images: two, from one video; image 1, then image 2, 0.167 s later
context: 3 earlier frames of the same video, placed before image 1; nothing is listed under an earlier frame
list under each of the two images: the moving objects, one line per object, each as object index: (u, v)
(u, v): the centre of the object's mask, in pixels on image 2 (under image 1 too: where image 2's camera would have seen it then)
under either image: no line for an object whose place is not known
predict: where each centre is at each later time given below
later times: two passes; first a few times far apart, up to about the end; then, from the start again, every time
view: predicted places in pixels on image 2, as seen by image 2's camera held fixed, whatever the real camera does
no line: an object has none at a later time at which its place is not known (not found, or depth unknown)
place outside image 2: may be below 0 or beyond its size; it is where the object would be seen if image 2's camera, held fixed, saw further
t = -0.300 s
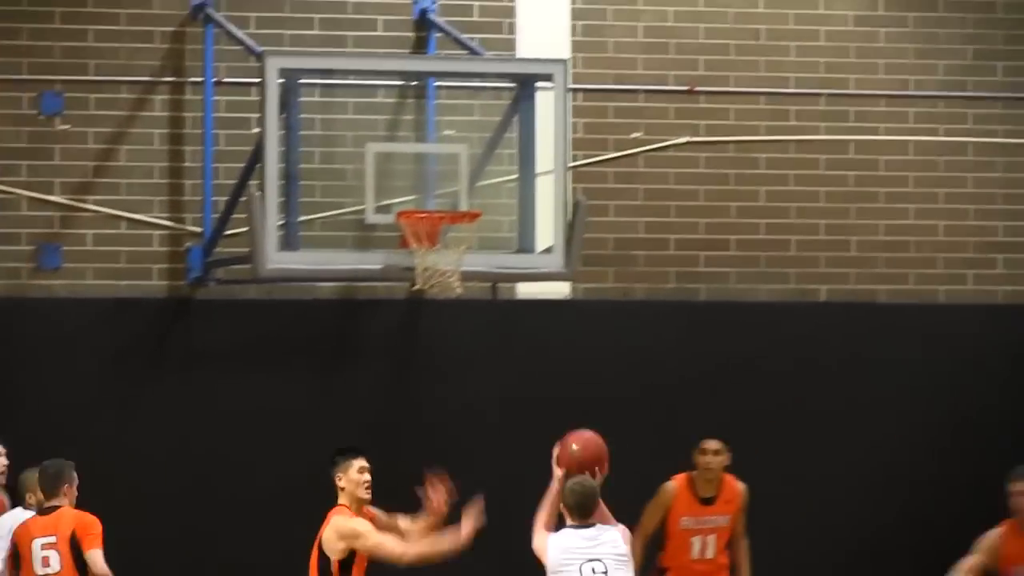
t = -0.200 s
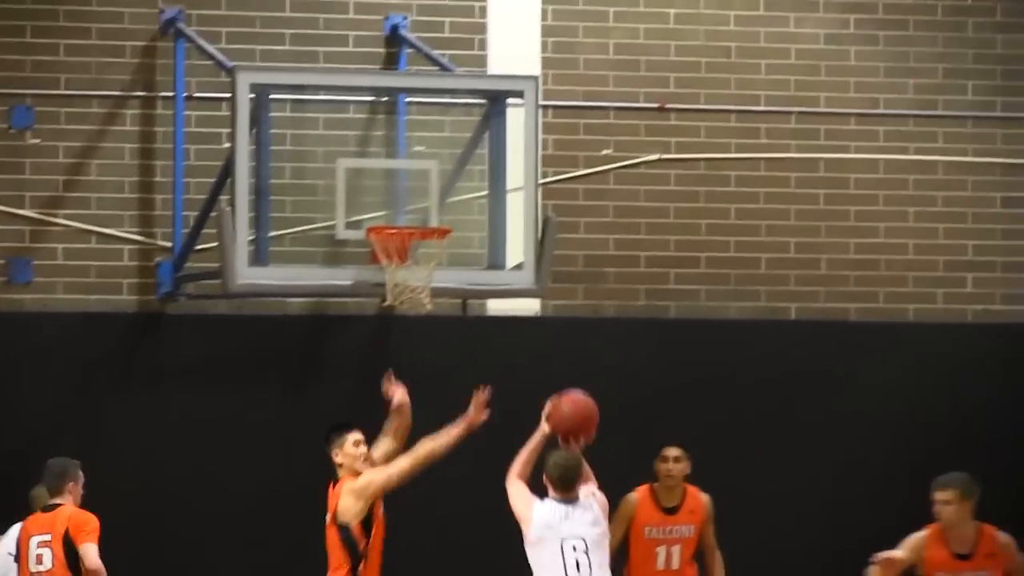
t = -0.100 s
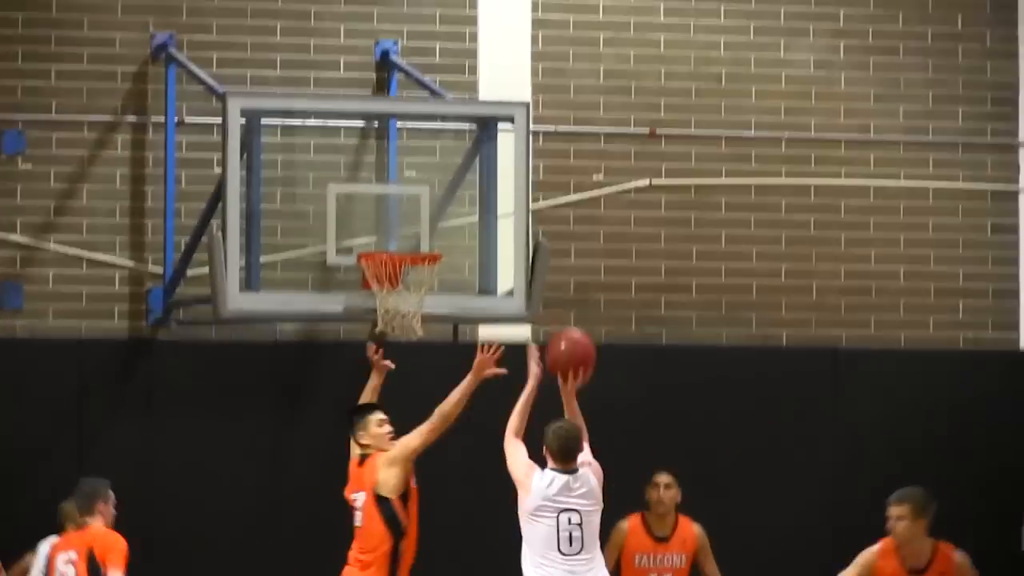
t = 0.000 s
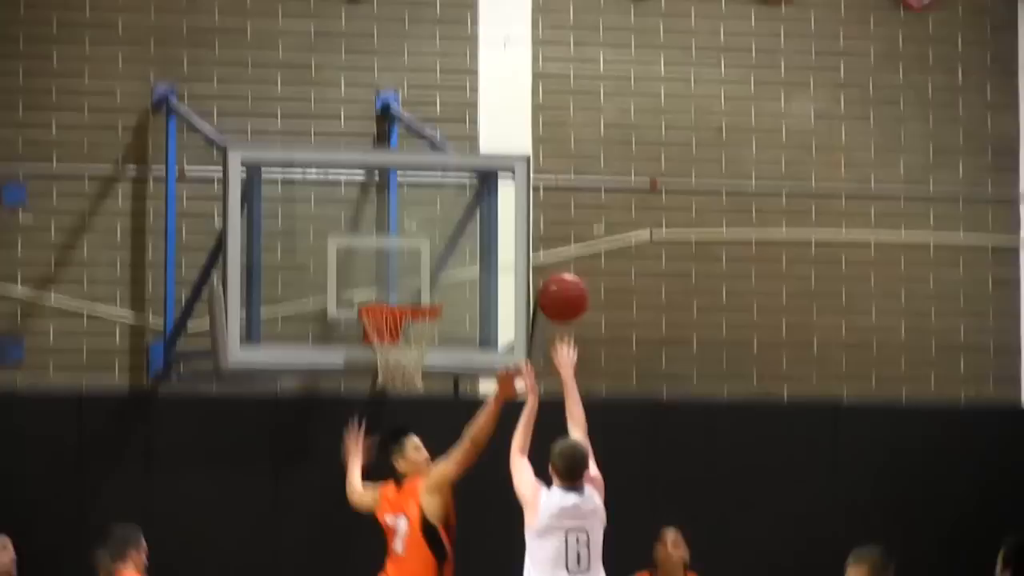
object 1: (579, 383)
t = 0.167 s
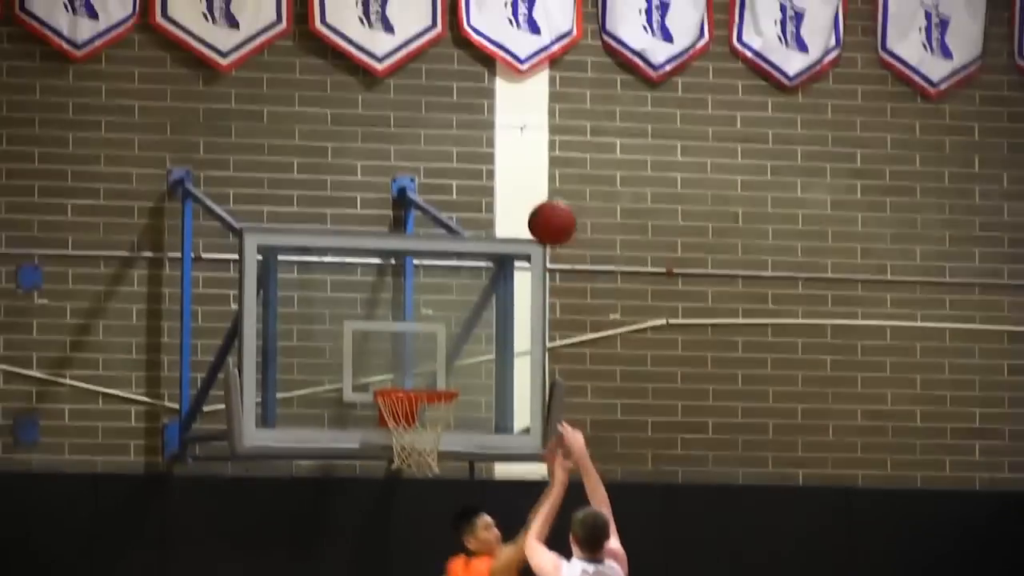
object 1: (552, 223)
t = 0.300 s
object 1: (532, 140)
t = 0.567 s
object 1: (495, 81)
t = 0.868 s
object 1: (458, 168)
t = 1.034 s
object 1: (438, 280)
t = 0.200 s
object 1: (547, 199)
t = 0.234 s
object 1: (542, 177)
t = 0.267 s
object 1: (537, 157)
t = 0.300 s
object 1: (532, 140)
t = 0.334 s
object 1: (528, 126)
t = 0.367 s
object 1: (523, 113)
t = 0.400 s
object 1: (518, 102)
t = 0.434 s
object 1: (512, 94)
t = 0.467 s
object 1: (507, 89)
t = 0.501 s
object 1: (503, 85)
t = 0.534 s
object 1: (499, 83)
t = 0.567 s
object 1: (495, 81)
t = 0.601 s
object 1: (491, 84)
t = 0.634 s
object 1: (487, 88)
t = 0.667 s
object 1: (483, 94)
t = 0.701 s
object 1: (479, 102)
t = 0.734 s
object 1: (475, 111)
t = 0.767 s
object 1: (471, 122)
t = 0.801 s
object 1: (467, 136)
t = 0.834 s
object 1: (463, 151)
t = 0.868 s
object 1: (458, 168)
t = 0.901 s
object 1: (454, 187)
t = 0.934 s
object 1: (450, 208)
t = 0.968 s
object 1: (446, 229)
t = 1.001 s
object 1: (443, 253)
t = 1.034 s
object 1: (438, 280)
